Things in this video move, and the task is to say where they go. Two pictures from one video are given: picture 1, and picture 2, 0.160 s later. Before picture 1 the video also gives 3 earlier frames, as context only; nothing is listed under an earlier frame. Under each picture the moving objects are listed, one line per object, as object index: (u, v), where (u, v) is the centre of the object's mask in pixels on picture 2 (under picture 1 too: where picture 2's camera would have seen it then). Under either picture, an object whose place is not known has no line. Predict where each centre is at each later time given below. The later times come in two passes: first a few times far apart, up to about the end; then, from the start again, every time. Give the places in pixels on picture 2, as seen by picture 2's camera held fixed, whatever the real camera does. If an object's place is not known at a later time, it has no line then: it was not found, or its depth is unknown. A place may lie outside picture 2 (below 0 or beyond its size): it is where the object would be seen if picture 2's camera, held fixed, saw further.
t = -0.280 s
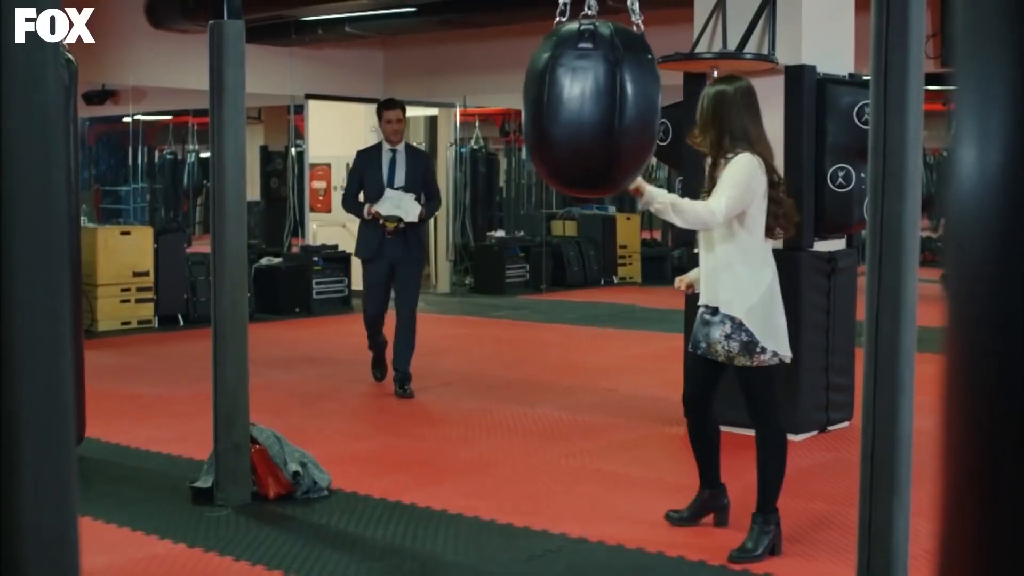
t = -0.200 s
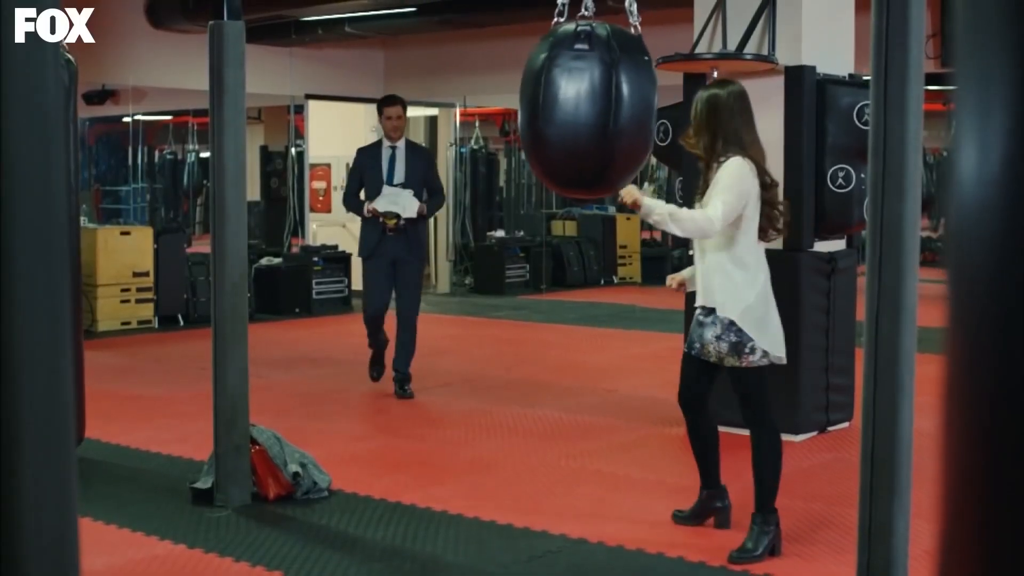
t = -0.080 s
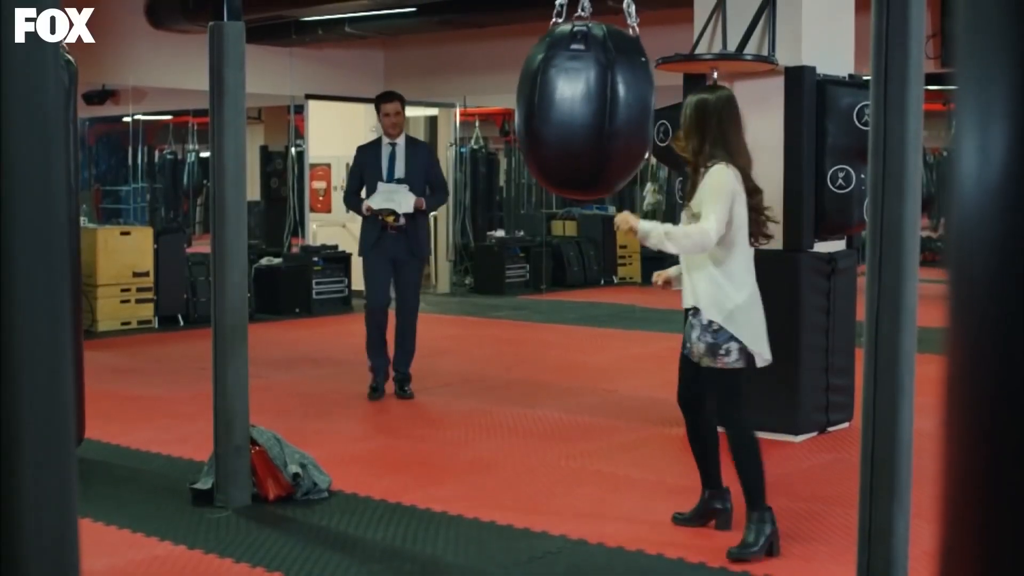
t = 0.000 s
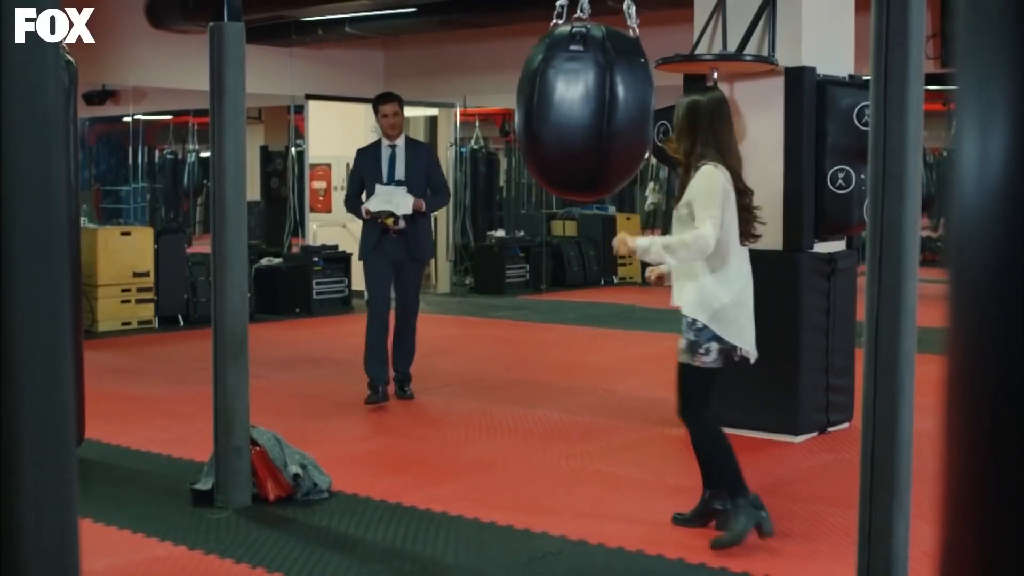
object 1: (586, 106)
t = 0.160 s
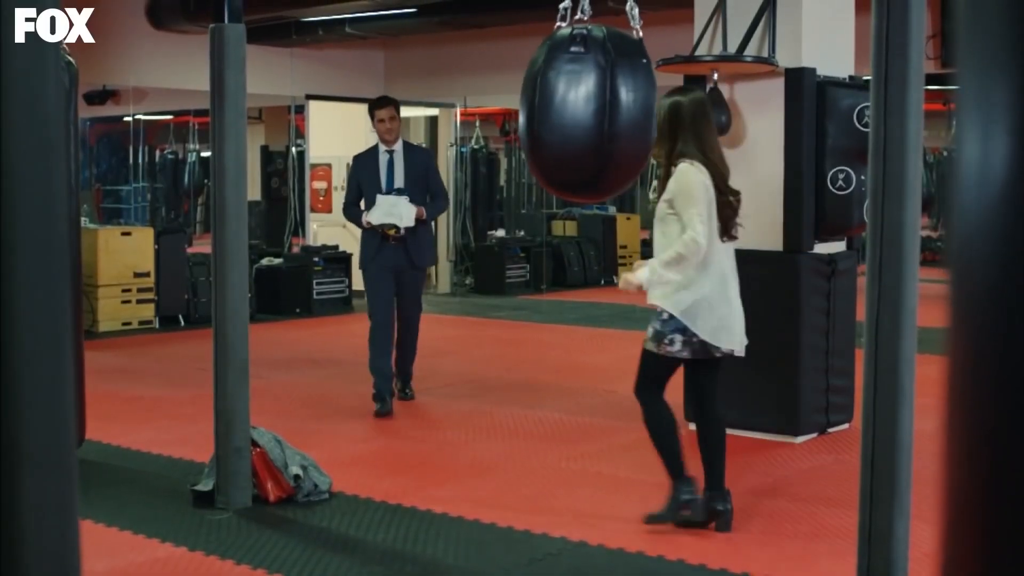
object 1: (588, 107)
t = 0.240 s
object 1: (592, 107)
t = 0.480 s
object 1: (607, 109)
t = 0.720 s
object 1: (622, 110)
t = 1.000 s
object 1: (627, 112)
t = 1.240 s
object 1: (619, 114)
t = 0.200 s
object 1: (590, 107)
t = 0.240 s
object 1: (592, 107)
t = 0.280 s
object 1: (594, 107)
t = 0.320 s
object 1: (597, 108)
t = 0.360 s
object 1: (599, 108)
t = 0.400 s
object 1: (602, 108)
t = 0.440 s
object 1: (605, 108)
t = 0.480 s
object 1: (607, 109)
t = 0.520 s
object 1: (611, 108)
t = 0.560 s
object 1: (613, 109)
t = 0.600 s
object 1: (616, 109)
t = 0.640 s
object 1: (618, 109)
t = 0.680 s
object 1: (621, 110)
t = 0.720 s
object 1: (622, 110)
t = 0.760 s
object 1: (624, 110)
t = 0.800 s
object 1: (626, 111)
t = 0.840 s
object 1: (626, 111)
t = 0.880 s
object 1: (627, 111)
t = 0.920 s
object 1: (627, 111)
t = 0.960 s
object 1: (628, 112)
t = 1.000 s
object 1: (627, 112)
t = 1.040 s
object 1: (627, 112)
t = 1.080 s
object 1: (626, 112)
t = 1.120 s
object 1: (624, 113)
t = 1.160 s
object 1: (623, 113)
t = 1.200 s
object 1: (621, 113)
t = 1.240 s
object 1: (619, 114)
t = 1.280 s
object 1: (616, 114)
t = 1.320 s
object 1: (613, 114)
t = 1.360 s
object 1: (611, 114)
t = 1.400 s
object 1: (608, 115)
